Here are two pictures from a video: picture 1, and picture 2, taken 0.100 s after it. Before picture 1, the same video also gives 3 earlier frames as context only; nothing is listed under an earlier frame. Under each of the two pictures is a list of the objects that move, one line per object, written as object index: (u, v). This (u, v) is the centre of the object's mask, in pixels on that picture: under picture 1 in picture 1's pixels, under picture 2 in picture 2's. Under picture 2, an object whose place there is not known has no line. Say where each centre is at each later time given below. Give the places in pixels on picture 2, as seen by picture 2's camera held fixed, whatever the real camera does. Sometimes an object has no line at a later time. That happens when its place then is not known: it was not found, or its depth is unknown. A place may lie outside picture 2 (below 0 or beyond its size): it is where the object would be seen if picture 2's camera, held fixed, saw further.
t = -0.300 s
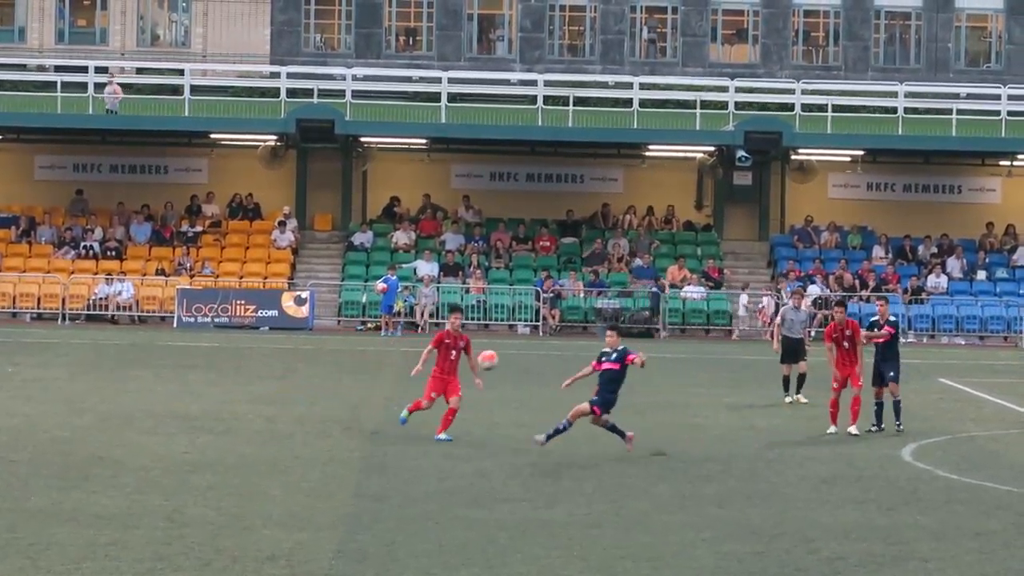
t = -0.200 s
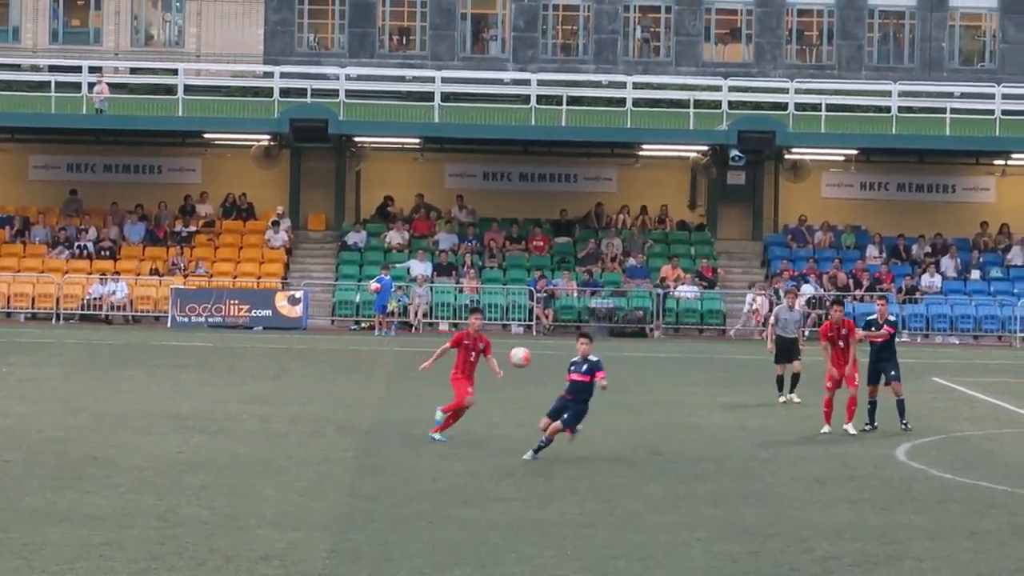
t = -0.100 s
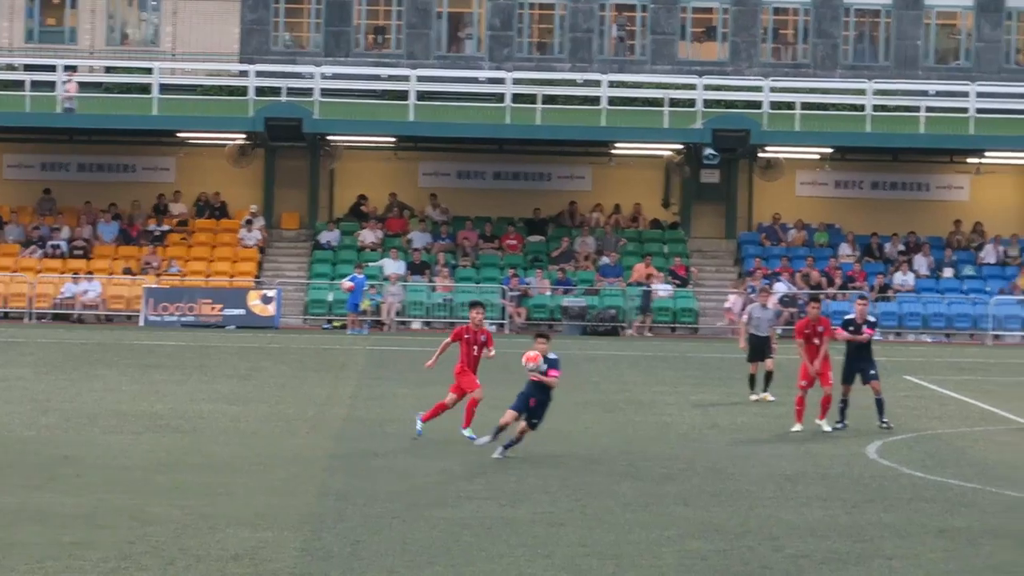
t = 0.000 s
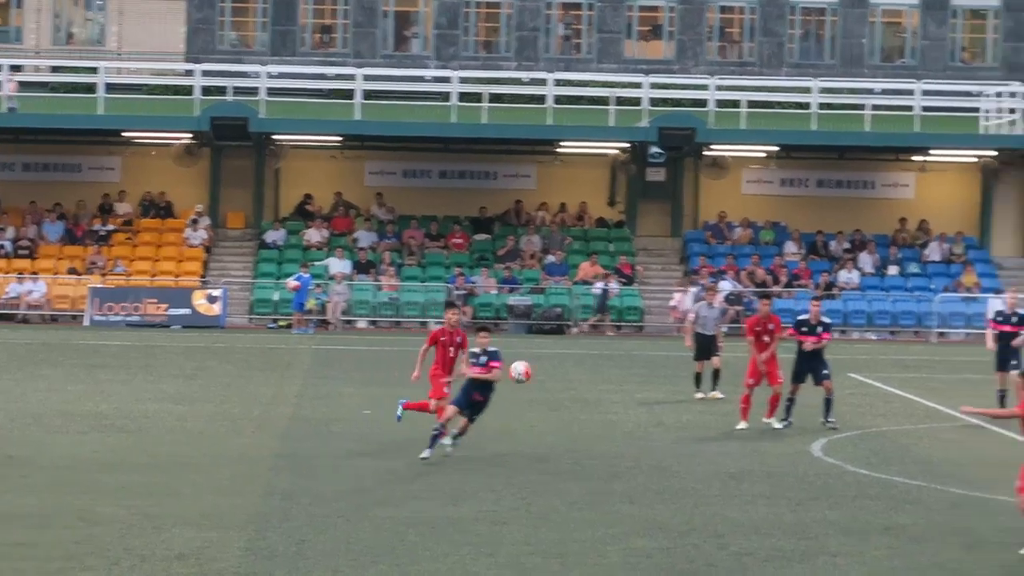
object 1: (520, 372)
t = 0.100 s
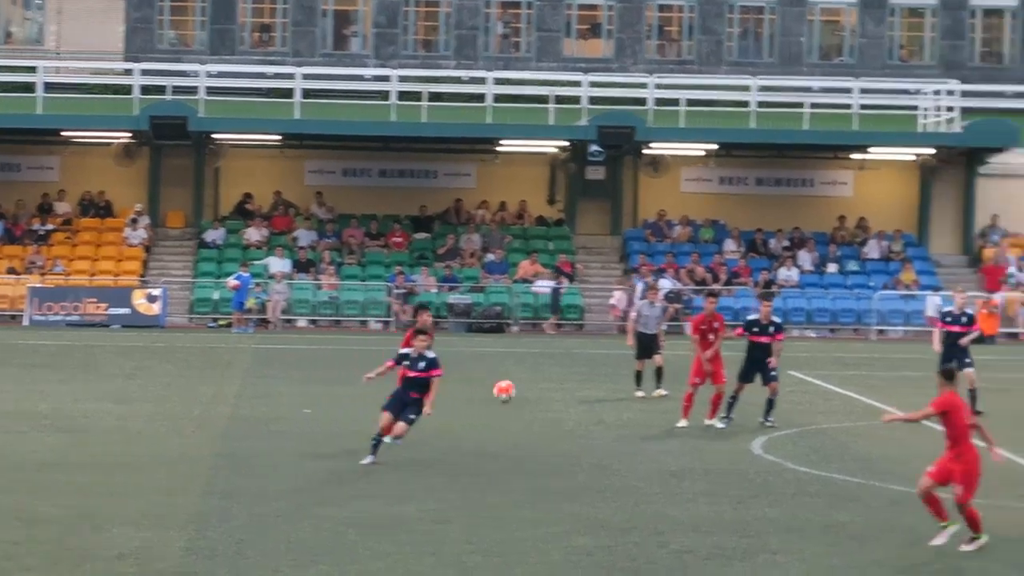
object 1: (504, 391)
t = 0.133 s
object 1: (517, 399)
